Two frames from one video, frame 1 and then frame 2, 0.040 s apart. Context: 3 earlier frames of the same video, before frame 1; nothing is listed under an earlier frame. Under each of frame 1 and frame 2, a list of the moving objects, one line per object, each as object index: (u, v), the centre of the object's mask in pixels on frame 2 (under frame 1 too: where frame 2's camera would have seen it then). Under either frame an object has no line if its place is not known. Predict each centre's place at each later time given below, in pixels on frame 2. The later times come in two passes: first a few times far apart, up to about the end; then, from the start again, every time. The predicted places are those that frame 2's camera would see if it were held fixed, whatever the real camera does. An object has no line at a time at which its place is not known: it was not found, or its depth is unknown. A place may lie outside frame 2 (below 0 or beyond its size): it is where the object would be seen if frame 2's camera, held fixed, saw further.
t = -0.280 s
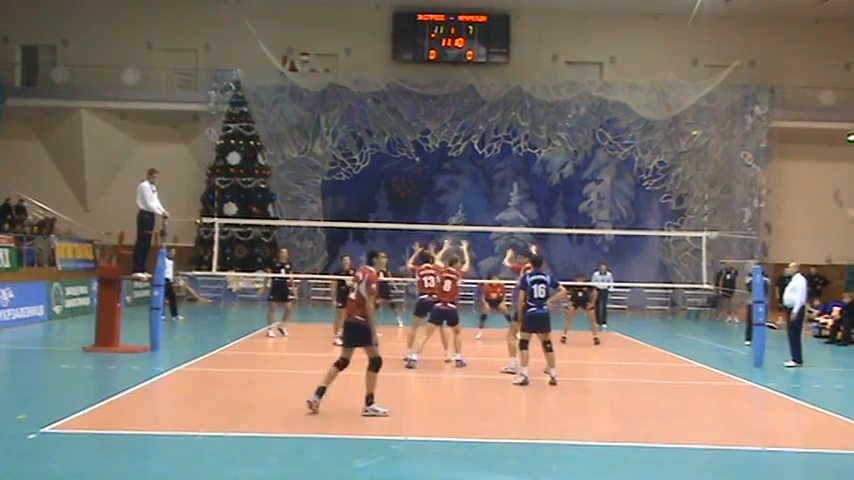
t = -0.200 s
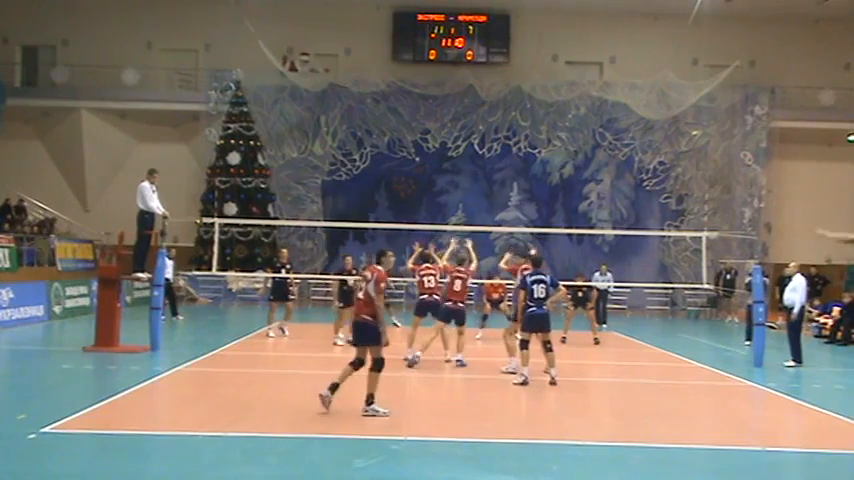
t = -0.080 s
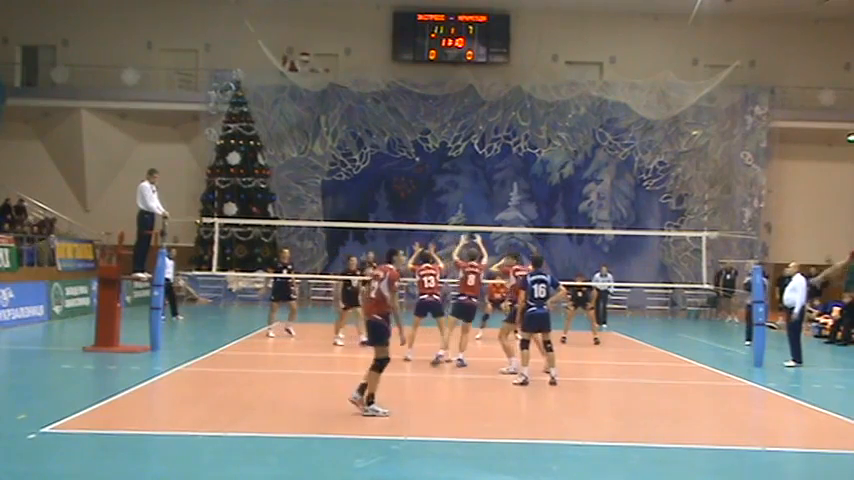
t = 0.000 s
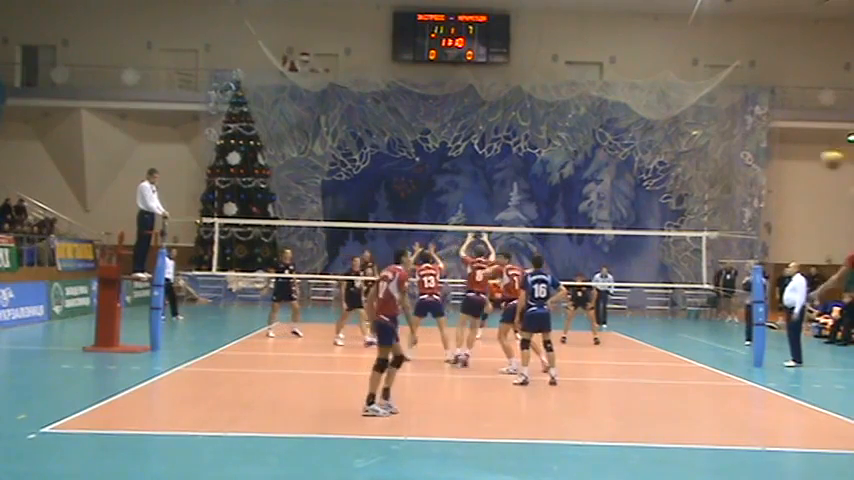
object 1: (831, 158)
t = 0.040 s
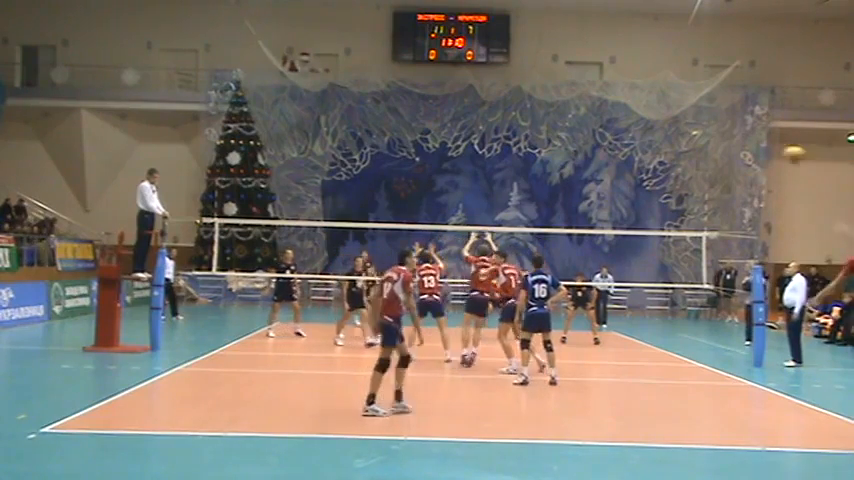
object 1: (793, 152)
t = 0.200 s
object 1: (674, 147)
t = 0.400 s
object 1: (570, 167)
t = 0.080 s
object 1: (760, 149)
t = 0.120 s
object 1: (729, 147)
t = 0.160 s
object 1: (700, 146)
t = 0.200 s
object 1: (674, 147)
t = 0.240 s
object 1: (650, 149)
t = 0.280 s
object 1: (628, 152)
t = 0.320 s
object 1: (607, 154)
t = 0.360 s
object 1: (588, 161)
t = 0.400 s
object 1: (570, 167)
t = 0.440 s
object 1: (553, 175)
